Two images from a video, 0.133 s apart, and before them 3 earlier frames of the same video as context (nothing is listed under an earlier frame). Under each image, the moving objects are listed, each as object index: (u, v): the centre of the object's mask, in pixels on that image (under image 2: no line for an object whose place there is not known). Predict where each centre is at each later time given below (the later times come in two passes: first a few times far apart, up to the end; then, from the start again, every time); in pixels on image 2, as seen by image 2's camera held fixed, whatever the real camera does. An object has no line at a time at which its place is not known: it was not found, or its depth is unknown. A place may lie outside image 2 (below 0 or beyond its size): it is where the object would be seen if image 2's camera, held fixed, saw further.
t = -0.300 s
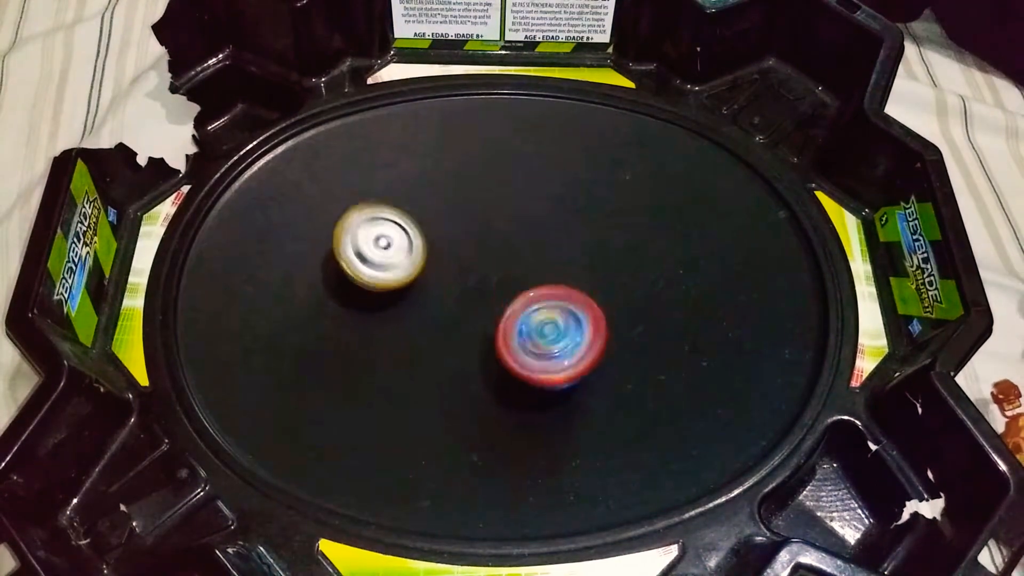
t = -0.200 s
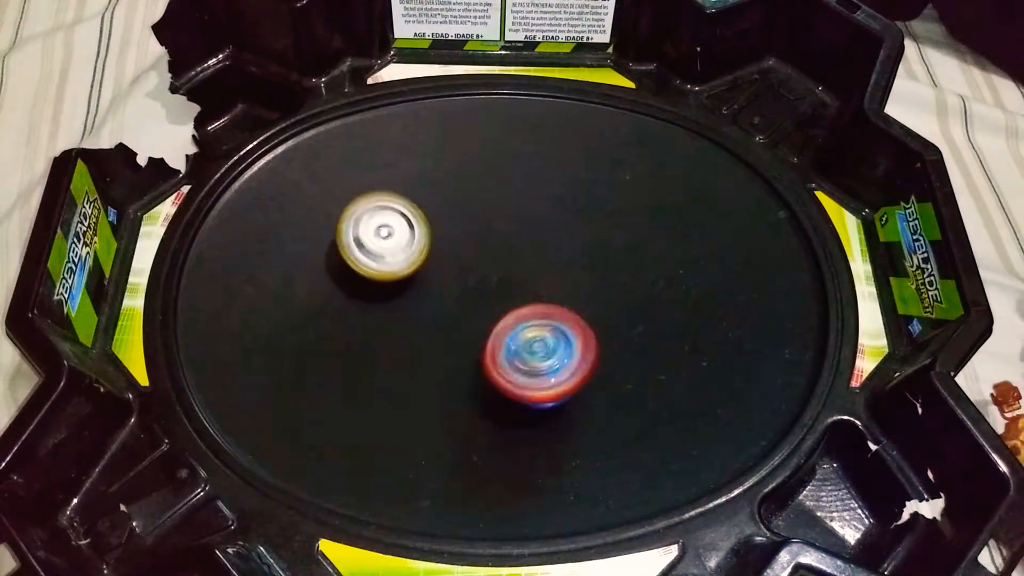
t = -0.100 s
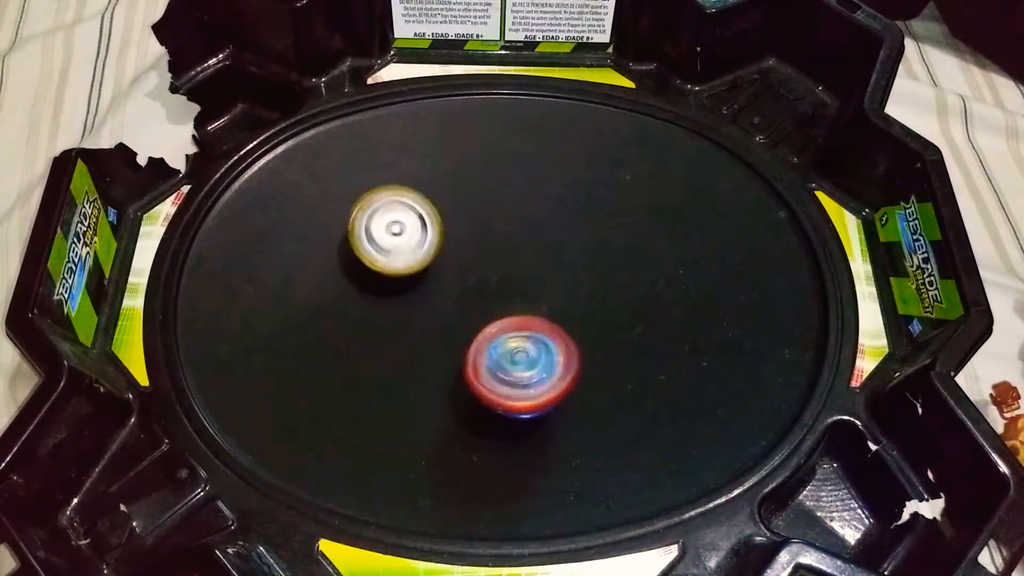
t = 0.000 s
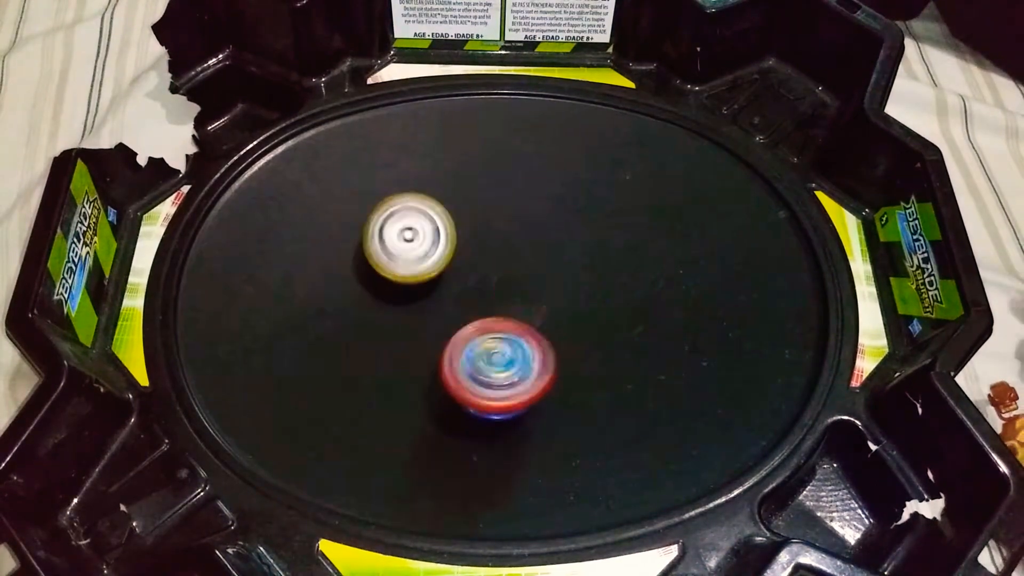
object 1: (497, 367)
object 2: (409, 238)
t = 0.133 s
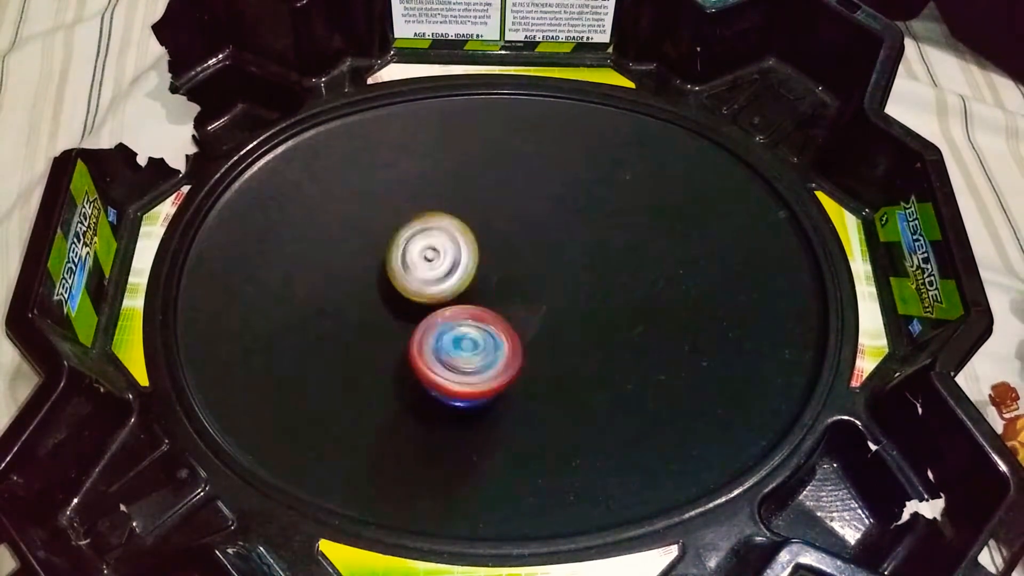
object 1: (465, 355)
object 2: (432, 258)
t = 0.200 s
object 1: (447, 360)
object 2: (446, 255)
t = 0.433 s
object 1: (397, 350)
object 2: (476, 272)
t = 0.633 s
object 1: (371, 314)
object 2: (484, 309)
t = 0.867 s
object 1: (369, 272)
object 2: (461, 351)
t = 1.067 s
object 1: (404, 255)
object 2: (433, 355)
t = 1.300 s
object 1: (468, 260)
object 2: (398, 337)
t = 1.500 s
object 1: (498, 283)
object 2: (399, 307)
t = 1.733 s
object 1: (502, 325)
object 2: (416, 273)
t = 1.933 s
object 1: (471, 339)
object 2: (444, 248)
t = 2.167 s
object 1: (439, 324)
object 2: (496, 247)
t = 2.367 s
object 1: (442, 301)
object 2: (535, 288)
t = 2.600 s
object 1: (463, 279)
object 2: (551, 345)
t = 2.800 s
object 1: (488, 277)
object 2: (533, 361)
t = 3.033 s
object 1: (491, 277)
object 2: (492, 378)
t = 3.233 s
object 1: (471, 281)
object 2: (490, 373)
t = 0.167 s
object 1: (455, 355)
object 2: (441, 260)
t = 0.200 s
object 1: (447, 360)
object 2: (446, 255)
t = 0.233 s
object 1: (437, 363)
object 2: (454, 250)
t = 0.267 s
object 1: (429, 362)
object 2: (459, 256)
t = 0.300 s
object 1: (423, 363)
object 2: (462, 257)
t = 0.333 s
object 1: (414, 360)
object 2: (466, 261)
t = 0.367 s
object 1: (407, 357)
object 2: (470, 263)
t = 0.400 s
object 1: (402, 354)
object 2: (474, 270)
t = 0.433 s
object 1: (397, 350)
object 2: (476, 272)
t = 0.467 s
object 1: (392, 345)
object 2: (481, 278)
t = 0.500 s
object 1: (388, 339)
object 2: (479, 283)
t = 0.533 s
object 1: (385, 333)
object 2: (482, 288)
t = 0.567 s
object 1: (381, 327)
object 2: (481, 295)
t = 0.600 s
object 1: (374, 320)
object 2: (486, 300)
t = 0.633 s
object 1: (371, 314)
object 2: (484, 309)
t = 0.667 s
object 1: (367, 308)
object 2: (481, 314)
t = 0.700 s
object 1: (364, 301)
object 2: (480, 323)
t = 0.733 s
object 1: (364, 294)
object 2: (476, 329)
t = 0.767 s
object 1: (364, 288)
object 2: (475, 336)
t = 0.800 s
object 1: (365, 283)
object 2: (469, 342)
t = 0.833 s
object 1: (366, 277)
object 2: (467, 346)
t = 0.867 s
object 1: (369, 272)
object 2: (461, 351)
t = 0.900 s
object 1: (373, 266)
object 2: (458, 353)
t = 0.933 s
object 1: (378, 262)
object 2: (451, 356)
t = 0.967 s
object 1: (384, 259)
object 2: (446, 356)
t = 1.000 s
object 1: (390, 257)
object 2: (442, 357)
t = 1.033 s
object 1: (397, 256)
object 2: (435, 357)
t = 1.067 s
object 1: (404, 255)
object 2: (433, 355)
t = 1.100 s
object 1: (411, 255)
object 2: (426, 352)
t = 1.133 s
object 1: (421, 253)
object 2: (421, 352)
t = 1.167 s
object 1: (434, 253)
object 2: (414, 351)
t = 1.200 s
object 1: (442, 254)
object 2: (408, 347)
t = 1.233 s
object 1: (452, 255)
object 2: (407, 345)
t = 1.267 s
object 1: (461, 256)
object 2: (401, 342)
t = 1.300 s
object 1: (468, 260)
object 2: (398, 337)
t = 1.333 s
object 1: (472, 262)
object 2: (398, 334)
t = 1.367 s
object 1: (478, 265)
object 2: (396, 328)
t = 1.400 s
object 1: (483, 268)
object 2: (397, 323)
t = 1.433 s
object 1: (490, 272)
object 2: (395, 318)
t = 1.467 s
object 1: (495, 277)
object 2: (395, 312)
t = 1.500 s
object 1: (498, 283)
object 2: (399, 307)
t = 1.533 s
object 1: (505, 290)
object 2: (395, 302)
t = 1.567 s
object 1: (508, 297)
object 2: (394, 294)
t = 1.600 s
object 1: (509, 305)
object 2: (401, 289)
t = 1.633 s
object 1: (507, 311)
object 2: (403, 287)
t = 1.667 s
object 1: (505, 316)
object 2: (405, 280)
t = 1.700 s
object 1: (503, 320)
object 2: (414, 276)
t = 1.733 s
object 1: (502, 325)
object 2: (416, 273)
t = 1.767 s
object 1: (499, 328)
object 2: (420, 268)
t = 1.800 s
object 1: (495, 332)
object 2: (425, 264)
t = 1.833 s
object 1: (491, 337)
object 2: (427, 259)
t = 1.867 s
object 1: (485, 338)
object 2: (432, 256)
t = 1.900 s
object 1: (477, 339)
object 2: (437, 254)
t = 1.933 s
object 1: (471, 339)
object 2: (444, 248)
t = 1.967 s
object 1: (465, 338)
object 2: (451, 247)
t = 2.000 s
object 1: (460, 336)
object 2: (456, 246)
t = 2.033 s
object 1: (453, 337)
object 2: (464, 243)
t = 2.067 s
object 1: (448, 337)
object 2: (473, 237)
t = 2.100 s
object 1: (443, 334)
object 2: (483, 238)
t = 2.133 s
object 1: (440, 328)
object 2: (490, 243)
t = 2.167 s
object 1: (439, 324)
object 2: (496, 247)
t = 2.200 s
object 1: (441, 321)
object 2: (500, 251)
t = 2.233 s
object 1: (439, 318)
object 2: (505, 255)
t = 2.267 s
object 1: (438, 315)
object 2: (516, 257)
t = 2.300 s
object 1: (437, 311)
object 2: (529, 266)
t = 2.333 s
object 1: (438, 306)
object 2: (532, 279)
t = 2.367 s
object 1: (442, 301)
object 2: (535, 288)
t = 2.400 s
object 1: (446, 298)
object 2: (540, 295)
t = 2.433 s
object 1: (446, 291)
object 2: (545, 303)
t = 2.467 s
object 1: (451, 286)
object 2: (553, 313)
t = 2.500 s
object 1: (458, 284)
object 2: (554, 324)
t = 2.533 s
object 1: (461, 284)
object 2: (555, 333)
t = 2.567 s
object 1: (462, 282)
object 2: (553, 340)
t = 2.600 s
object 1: (463, 279)
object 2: (551, 345)
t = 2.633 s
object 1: (467, 276)
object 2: (549, 348)
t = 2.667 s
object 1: (474, 275)
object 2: (548, 351)
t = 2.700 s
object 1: (479, 278)
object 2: (546, 353)
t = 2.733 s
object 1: (481, 278)
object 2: (543, 355)
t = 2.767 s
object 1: (485, 278)
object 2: (539, 355)
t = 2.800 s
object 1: (488, 277)
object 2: (533, 361)
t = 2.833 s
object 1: (489, 276)
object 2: (523, 368)
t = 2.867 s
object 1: (492, 276)
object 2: (514, 372)
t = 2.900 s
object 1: (492, 277)
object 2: (505, 375)
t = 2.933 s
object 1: (493, 275)
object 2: (500, 377)
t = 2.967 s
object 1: (494, 275)
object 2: (495, 379)
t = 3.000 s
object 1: (492, 277)
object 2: (493, 380)
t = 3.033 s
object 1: (491, 277)
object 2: (492, 378)
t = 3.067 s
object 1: (490, 277)
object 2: (492, 376)
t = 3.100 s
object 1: (487, 278)
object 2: (491, 375)
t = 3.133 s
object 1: (482, 278)
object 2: (491, 374)
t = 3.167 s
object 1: (479, 279)
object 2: (490, 374)
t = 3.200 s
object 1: (476, 280)
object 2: (490, 374)
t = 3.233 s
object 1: (471, 281)
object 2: (490, 373)
